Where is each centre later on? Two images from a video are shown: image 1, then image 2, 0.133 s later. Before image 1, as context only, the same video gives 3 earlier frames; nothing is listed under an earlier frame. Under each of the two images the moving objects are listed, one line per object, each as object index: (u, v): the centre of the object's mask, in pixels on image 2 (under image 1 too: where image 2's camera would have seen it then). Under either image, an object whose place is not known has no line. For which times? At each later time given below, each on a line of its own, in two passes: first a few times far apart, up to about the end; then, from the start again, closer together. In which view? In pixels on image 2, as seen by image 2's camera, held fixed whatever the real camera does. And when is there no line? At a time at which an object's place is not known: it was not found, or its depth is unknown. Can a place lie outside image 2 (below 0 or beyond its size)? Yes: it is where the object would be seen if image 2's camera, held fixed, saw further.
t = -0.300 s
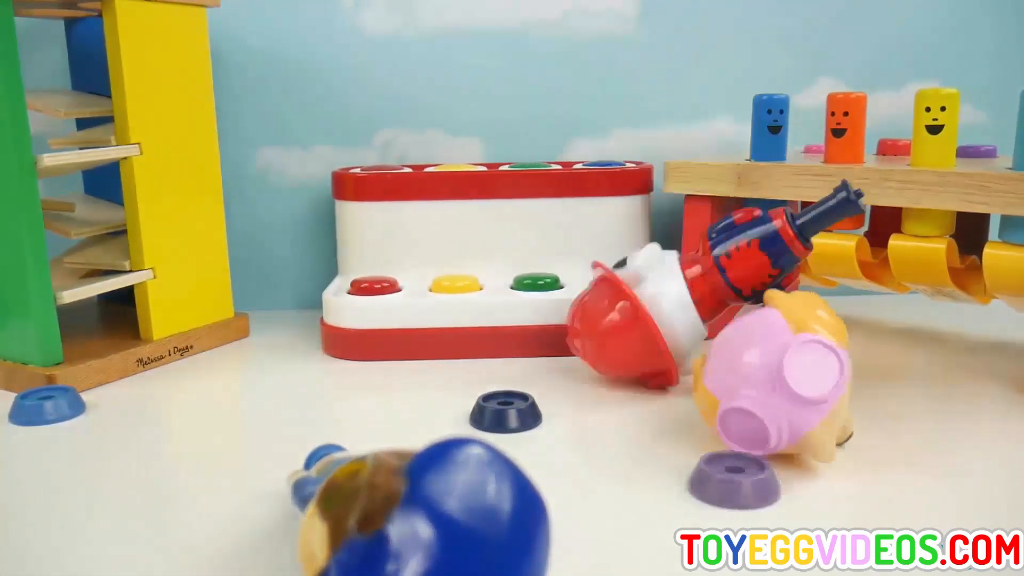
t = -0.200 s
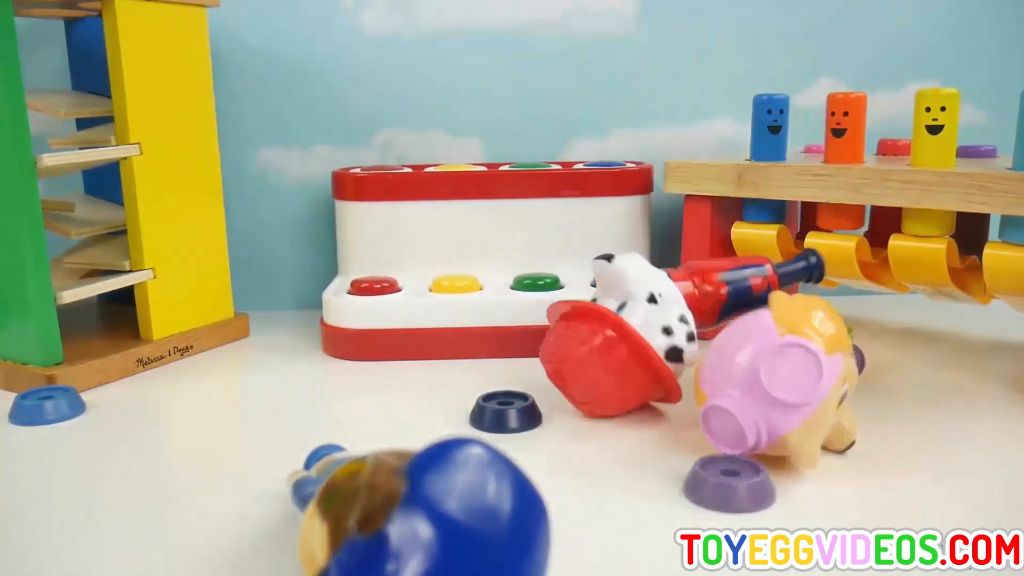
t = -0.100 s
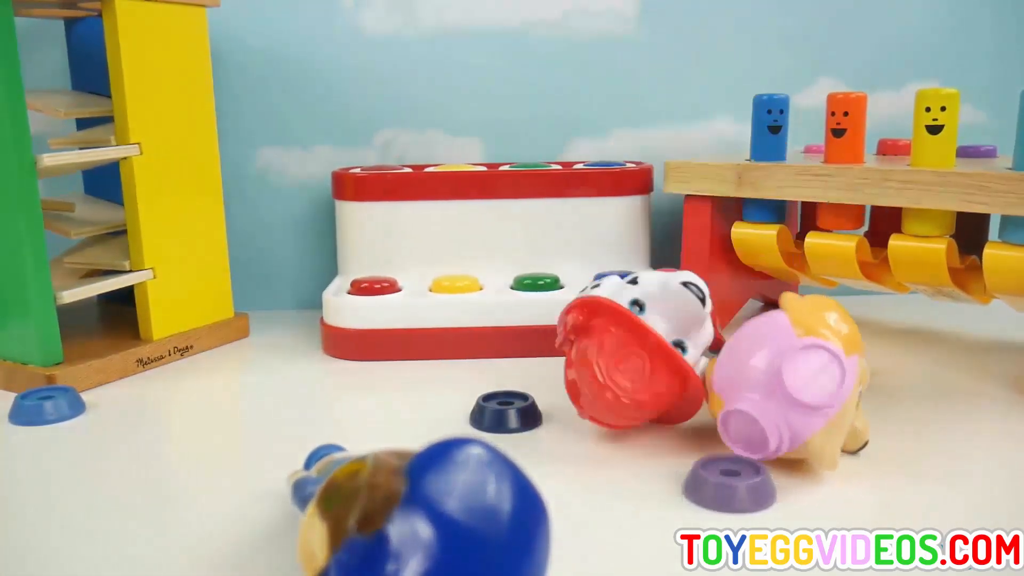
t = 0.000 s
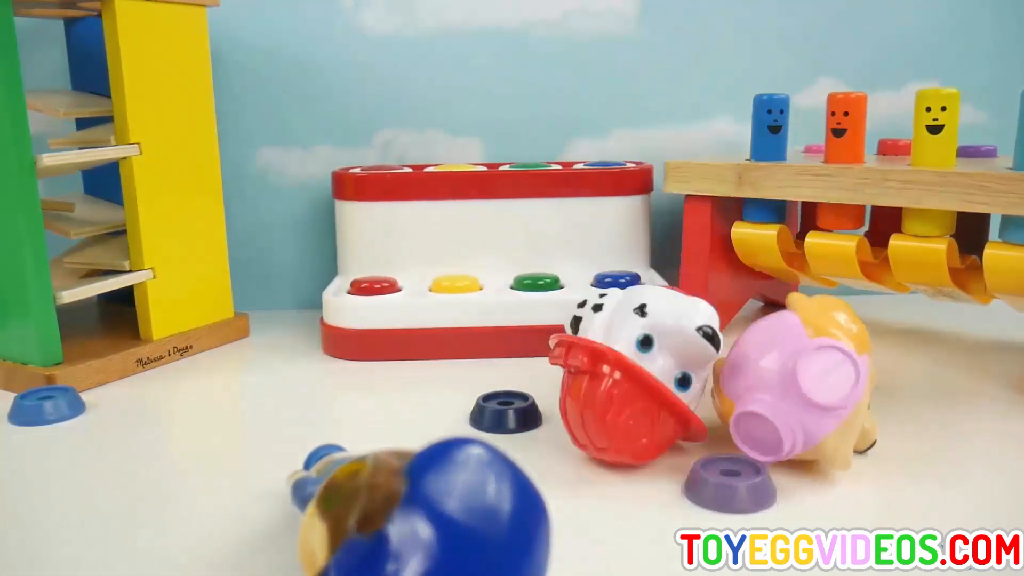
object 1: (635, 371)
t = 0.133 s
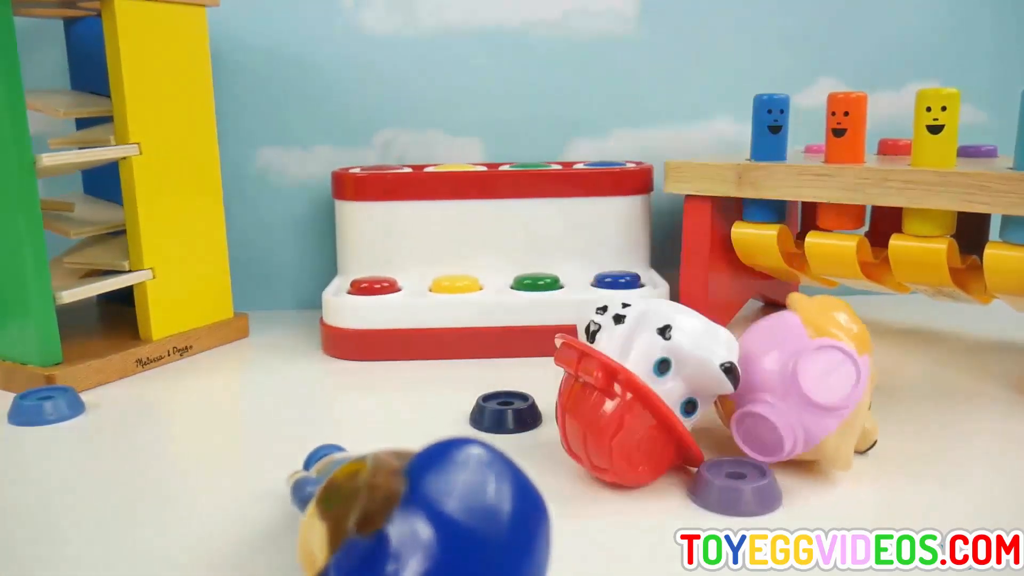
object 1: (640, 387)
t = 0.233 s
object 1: (631, 385)
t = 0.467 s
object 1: (632, 386)
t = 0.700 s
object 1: (628, 384)
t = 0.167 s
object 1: (639, 387)
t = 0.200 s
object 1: (636, 387)
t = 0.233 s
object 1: (631, 385)
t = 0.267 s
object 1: (627, 383)
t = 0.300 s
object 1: (626, 383)
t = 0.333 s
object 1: (626, 383)
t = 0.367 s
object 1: (628, 384)
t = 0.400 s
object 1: (629, 384)
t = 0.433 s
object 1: (630, 385)
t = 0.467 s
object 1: (632, 386)
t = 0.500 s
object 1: (633, 387)
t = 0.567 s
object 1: (632, 386)
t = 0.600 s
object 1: (630, 385)
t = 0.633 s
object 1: (629, 385)
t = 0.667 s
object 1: (629, 384)
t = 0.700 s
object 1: (628, 384)
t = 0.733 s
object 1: (628, 384)
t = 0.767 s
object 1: (629, 384)
